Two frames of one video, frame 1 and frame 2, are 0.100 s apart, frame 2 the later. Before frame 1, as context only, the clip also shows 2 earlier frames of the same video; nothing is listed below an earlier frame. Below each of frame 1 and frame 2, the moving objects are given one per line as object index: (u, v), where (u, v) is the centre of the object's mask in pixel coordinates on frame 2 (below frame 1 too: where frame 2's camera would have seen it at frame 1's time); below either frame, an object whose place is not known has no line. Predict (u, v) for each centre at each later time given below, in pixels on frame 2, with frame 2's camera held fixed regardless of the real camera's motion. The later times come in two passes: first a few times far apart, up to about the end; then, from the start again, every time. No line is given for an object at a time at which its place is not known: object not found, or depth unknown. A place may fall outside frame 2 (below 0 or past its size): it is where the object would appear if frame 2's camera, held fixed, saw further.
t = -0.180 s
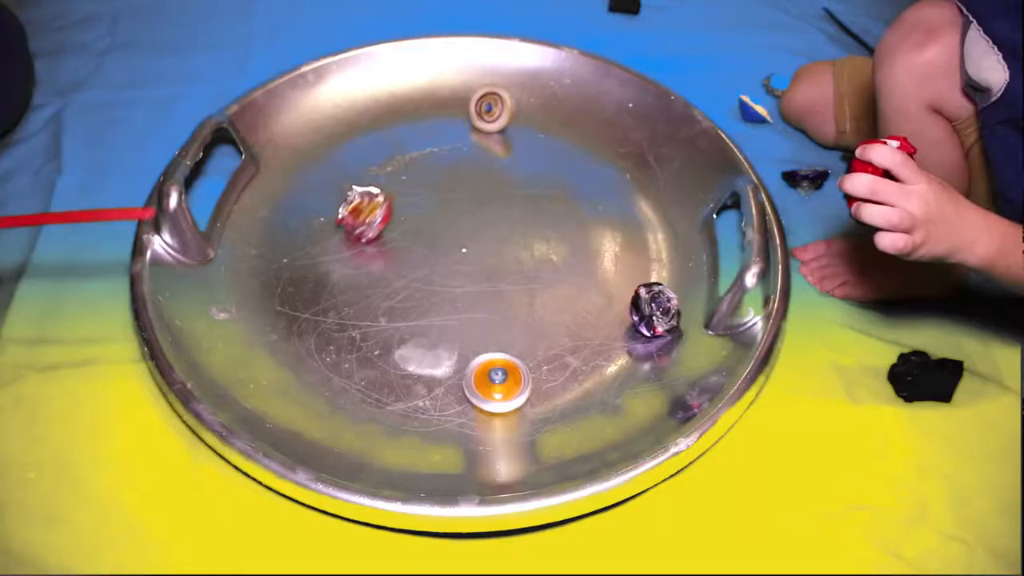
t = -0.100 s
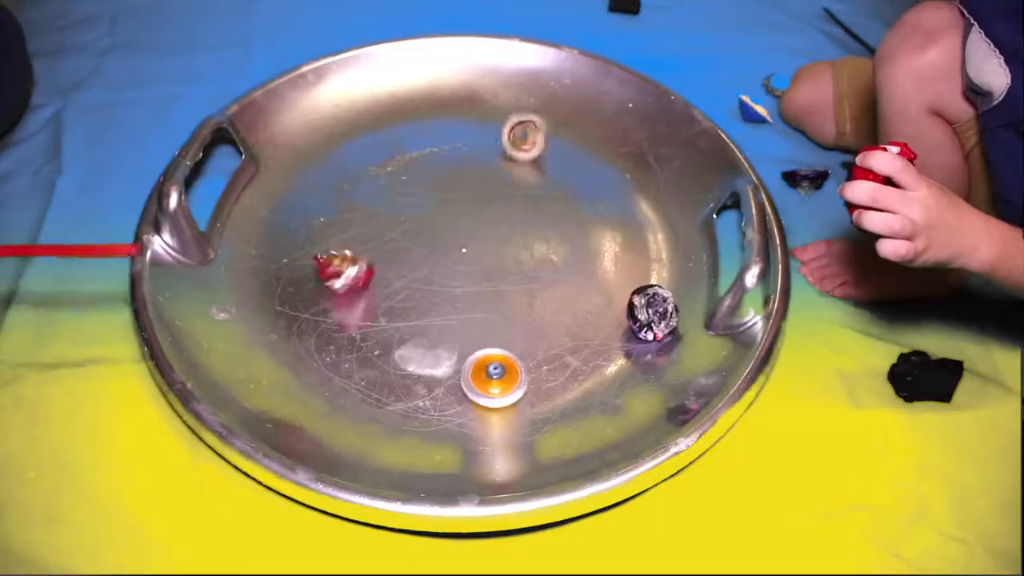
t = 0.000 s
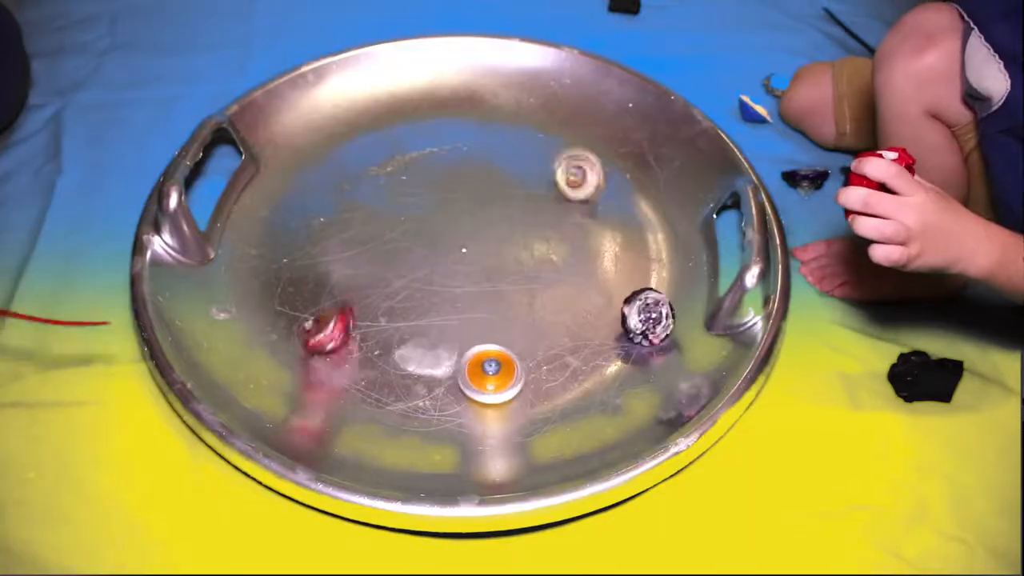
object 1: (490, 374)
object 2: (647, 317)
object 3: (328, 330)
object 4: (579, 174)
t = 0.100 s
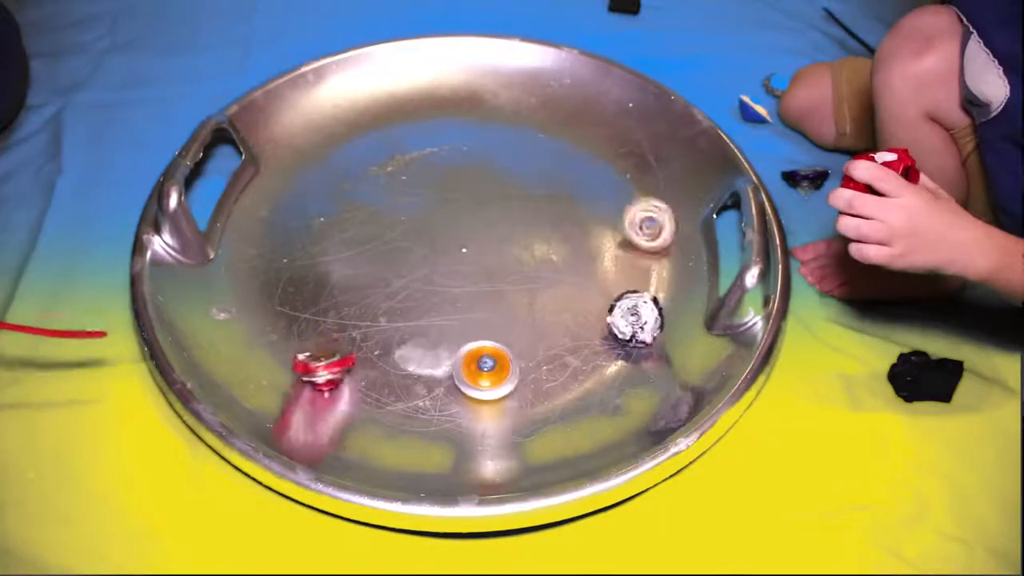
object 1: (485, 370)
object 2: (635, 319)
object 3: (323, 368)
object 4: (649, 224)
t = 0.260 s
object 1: (478, 366)
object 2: (624, 302)
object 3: (320, 360)
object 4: (671, 276)
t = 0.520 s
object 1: (460, 370)
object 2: (510, 307)
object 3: (325, 332)
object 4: (686, 295)
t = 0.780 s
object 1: (451, 379)
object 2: (493, 323)
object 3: (315, 319)
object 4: (618, 318)
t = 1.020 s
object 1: (440, 390)
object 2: (516, 321)
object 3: (304, 318)
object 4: (561, 295)
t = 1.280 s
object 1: (456, 403)
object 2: (511, 304)
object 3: (292, 321)
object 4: (552, 246)
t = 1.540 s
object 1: (465, 389)
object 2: (494, 302)
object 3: (295, 320)
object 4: (598, 221)
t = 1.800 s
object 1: (450, 379)
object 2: (496, 301)
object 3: (295, 320)
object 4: (651, 245)
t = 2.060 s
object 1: (435, 376)
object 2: (501, 300)
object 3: (298, 319)
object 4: (655, 288)
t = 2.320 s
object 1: (419, 377)
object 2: (492, 302)
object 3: (297, 319)
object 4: (598, 306)
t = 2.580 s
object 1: (402, 383)
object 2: (498, 300)
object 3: (296, 320)
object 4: (548, 274)
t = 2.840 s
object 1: (397, 393)
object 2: (497, 301)
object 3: (297, 319)
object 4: (558, 231)
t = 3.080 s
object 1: (405, 388)
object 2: (494, 302)
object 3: (297, 319)
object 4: (604, 221)
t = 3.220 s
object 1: (399, 381)
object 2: (498, 301)
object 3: (296, 320)
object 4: (631, 234)
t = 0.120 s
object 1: (484, 369)
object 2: (632, 318)
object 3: (324, 370)
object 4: (666, 230)
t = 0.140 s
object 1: (483, 369)
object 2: (629, 316)
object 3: (324, 369)
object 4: (682, 238)
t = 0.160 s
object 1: (483, 369)
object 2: (626, 314)
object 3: (323, 369)
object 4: (689, 238)
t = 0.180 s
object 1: (482, 369)
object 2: (624, 312)
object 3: (322, 367)
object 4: (687, 238)
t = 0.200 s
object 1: (480, 368)
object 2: (624, 310)
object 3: (321, 366)
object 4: (683, 244)
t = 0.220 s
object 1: (479, 367)
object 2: (624, 307)
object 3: (319, 364)
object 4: (678, 251)
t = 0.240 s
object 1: (479, 367)
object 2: (624, 305)
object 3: (320, 361)
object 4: (673, 262)
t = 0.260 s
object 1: (478, 366)
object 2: (624, 302)
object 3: (320, 360)
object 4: (671, 276)
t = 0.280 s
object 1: (476, 366)
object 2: (622, 302)
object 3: (320, 359)
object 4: (666, 278)
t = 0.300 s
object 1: (475, 366)
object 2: (611, 301)
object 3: (319, 356)
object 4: (669, 279)
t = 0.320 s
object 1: (473, 366)
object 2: (600, 300)
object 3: (319, 354)
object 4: (674, 280)
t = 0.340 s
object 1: (472, 366)
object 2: (591, 301)
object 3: (319, 353)
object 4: (680, 278)
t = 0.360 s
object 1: (470, 366)
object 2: (582, 301)
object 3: (320, 350)
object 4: (686, 278)
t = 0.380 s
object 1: (469, 366)
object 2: (573, 302)
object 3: (320, 348)
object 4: (690, 280)
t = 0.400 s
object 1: (467, 367)
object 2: (563, 301)
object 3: (321, 346)
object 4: (691, 280)
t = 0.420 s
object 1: (466, 368)
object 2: (554, 301)
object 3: (322, 344)
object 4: (691, 283)
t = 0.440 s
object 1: (464, 368)
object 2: (545, 304)
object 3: (322, 342)
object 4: (691, 283)
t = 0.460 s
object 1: (463, 369)
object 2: (536, 306)
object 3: (323, 339)
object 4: (690, 285)
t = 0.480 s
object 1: (462, 370)
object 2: (525, 307)
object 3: (324, 336)
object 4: (690, 288)
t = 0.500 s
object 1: (461, 371)
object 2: (517, 306)
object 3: (325, 334)
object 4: (687, 291)
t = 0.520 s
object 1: (460, 370)
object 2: (510, 307)
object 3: (325, 332)
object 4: (686, 295)
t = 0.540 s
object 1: (459, 371)
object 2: (503, 308)
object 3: (324, 330)
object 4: (682, 298)
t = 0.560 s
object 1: (458, 372)
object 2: (498, 308)
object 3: (324, 329)
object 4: (678, 302)
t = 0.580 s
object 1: (456, 373)
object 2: (493, 308)
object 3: (324, 328)
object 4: (673, 304)
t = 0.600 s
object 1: (456, 374)
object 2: (489, 309)
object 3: (323, 326)
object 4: (669, 308)
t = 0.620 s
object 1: (455, 374)
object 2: (486, 311)
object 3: (323, 325)
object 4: (664, 310)
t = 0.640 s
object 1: (455, 374)
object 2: (485, 313)
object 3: (322, 324)
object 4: (659, 312)
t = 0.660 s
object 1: (454, 374)
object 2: (485, 315)
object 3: (321, 323)
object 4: (653, 314)
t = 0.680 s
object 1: (454, 375)
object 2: (486, 317)
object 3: (320, 323)
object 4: (647, 315)
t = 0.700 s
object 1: (453, 376)
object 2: (487, 319)
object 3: (319, 322)
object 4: (642, 316)
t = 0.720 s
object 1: (453, 377)
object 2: (488, 320)
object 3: (318, 321)
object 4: (636, 317)
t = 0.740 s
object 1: (452, 378)
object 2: (490, 321)
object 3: (317, 321)
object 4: (630, 318)
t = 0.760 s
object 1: (451, 378)
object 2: (491, 322)
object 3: (316, 320)
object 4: (624, 318)
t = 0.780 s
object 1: (451, 379)
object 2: (493, 323)
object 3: (315, 319)
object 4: (618, 318)
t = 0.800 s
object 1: (450, 380)
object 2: (495, 324)
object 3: (315, 319)
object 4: (614, 318)
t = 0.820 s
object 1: (449, 381)
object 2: (497, 324)
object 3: (314, 319)
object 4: (608, 317)
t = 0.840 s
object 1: (447, 382)
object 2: (498, 325)
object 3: (313, 319)
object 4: (603, 316)
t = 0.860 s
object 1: (446, 383)
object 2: (500, 325)
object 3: (312, 318)
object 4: (597, 315)
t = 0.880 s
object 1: (445, 383)
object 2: (502, 325)
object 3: (311, 318)
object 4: (592, 313)
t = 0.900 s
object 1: (445, 384)
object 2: (504, 325)
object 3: (311, 318)
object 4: (587, 311)
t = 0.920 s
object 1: (444, 385)
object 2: (507, 324)
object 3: (310, 318)
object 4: (582, 309)
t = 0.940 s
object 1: (444, 386)
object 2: (508, 324)
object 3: (309, 317)
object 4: (577, 306)
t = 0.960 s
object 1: (442, 387)
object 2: (510, 323)
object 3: (308, 317)
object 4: (572, 304)
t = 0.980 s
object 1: (441, 388)
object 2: (512, 322)
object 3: (307, 317)
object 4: (569, 301)
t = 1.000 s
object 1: (441, 389)
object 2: (514, 322)
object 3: (305, 318)
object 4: (565, 298)
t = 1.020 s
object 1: (440, 390)
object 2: (516, 321)
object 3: (304, 318)
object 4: (561, 295)
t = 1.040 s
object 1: (439, 391)
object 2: (517, 319)
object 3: (303, 318)
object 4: (557, 292)
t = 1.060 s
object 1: (439, 393)
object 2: (517, 317)
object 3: (302, 318)
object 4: (555, 287)
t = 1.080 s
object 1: (438, 394)
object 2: (518, 315)
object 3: (302, 318)
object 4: (552, 284)
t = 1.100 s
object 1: (437, 395)
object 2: (518, 314)
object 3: (301, 318)
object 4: (551, 280)
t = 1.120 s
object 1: (437, 397)
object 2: (518, 313)
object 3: (300, 318)
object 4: (549, 276)
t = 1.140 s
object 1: (437, 398)
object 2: (517, 311)
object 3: (299, 319)
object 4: (549, 272)
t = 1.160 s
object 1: (439, 399)
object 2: (517, 310)
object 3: (299, 319)
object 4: (547, 269)
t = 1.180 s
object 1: (441, 401)
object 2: (516, 309)
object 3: (297, 320)
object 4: (548, 264)
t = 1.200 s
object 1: (443, 402)
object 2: (515, 307)
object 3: (296, 320)
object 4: (548, 261)
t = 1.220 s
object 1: (446, 402)
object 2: (514, 306)
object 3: (295, 320)
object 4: (548, 257)
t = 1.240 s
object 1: (449, 402)
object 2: (513, 305)
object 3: (293, 321)
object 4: (549, 253)
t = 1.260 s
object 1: (451, 403)
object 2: (512, 304)
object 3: (292, 321)
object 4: (551, 250)
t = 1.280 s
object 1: (456, 403)
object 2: (511, 304)
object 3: (292, 321)
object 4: (552, 246)
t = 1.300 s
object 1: (460, 402)
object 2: (510, 303)
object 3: (291, 322)
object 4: (554, 243)
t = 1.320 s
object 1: (464, 402)
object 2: (509, 302)
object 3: (291, 322)
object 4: (557, 239)
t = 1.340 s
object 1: (466, 400)
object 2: (507, 302)
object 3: (291, 322)
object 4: (559, 237)
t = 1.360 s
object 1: (468, 399)
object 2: (506, 302)
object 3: (291, 322)
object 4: (562, 233)
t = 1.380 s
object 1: (468, 398)
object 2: (504, 301)
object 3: (291, 322)
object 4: (565, 232)
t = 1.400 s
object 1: (469, 397)
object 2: (503, 301)
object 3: (291, 321)
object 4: (568, 229)
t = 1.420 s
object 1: (469, 396)
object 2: (502, 301)
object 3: (292, 321)
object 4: (572, 227)
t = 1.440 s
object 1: (469, 395)
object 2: (501, 301)
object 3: (292, 320)
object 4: (575, 225)
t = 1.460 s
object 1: (468, 393)
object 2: (500, 301)
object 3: (293, 320)
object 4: (580, 224)
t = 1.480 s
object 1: (467, 392)
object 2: (498, 301)
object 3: (293, 320)
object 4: (584, 222)
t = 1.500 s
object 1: (466, 391)
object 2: (497, 301)
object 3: (294, 320)
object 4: (588, 222)
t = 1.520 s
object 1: (465, 390)
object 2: (496, 301)
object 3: (294, 320)
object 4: (593, 221)
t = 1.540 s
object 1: (465, 389)
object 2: (494, 302)
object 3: (295, 320)
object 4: (598, 221)
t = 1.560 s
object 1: (463, 388)
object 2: (493, 302)
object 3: (295, 320)
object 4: (602, 221)
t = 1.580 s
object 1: (462, 387)
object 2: (492, 302)
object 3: (296, 320)
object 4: (607, 221)
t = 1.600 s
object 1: (461, 386)
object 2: (491, 302)
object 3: (297, 320)
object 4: (612, 222)
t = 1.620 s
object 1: (460, 385)
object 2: (491, 302)
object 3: (297, 319)
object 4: (617, 223)
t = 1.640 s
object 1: (459, 383)
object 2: (491, 302)
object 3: (298, 319)
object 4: (622, 224)
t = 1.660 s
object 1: (458, 383)
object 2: (491, 302)
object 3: (299, 319)
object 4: (627, 226)
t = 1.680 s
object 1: (457, 383)
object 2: (491, 302)
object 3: (299, 319)
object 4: (630, 228)
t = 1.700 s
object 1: (455, 382)
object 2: (491, 302)
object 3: (299, 319)
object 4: (633, 229)
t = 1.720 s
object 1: (454, 381)
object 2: (492, 302)
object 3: (298, 319)
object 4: (636, 232)
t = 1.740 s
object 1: (454, 381)
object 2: (492, 301)
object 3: (298, 319)
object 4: (640, 236)
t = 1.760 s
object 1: (452, 379)
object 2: (493, 301)
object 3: (297, 320)
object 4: (644, 239)
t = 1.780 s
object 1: (451, 379)
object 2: (495, 301)
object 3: (296, 320)
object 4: (648, 242)
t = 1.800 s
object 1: (450, 379)
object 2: (496, 301)
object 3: (295, 320)
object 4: (651, 245)
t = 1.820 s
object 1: (449, 379)
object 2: (498, 301)
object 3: (295, 320)
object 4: (655, 248)
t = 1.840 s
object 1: (448, 378)
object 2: (499, 301)
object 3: (295, 320)
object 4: (657, 251)
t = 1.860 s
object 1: (448, 378)
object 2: (500, 301)
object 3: (295, 320)
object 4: (659, 255)
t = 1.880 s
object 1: (447, 377)
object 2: (500, 300)
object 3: (295, 320)
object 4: (660, 258)
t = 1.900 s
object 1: (445, 377)
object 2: (501, 301)
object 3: (295, 320)
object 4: (662, 261)
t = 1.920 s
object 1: (443, 377)
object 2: (501, 300)
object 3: (295, 320)
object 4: (662, 265)
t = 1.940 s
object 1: (442, 377)
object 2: (501, 301)
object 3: (295, 320)
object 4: (663, 267)
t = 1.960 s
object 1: (441, 377)
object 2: (502, 301)
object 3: (296, 320)
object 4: (663, 272)
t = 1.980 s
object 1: (441, 377)
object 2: (501, 301)
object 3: (297, 320)
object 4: (662, 275)
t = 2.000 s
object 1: (439, 376)
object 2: (502, 301)
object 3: (297, 320)
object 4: (661, 278)
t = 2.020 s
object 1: (438, 376)
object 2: (502, 300)
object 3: (298, 319)
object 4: (659, 281)
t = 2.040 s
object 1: (437, 376)
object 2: (501, 300)
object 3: (298, 319)
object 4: (657, 285)
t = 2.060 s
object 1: (435, 376)
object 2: (501, 300)
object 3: (298, 319)
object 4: (655, 288)
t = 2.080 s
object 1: (434, 375)
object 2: (501, 300)
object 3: (297, 319)
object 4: (652, 290)
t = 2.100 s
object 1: (433, 376)
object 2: (501, 300)
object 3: (297, 320)
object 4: (648, 293)
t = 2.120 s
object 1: (432, 375)
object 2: (500, 300)
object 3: (297, 320)
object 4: (644, 296)
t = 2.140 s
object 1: (430, 375)
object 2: (499, 301)
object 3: (297, 320)
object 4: (639, 299)
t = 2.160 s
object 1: (429, 376)
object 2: (498, 301)
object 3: (296, 320)
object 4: (636, 301)
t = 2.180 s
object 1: (428, 376)
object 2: (496, 301)
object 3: (295, 320)
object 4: (631, 302)
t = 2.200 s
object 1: (427, 375)
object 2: (495, 301)
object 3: (295, 320)
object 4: (627, 304)
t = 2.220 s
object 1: (426, 376)
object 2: (494, 301)
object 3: (295, 320)
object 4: (622, 305)
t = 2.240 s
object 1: (425, 376)
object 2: (493, 302)
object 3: (295, 320)
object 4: (617, 306)
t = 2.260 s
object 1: (424, 377)
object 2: (493, 302)
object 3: (296, 320)
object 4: (612, 306)
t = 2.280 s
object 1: (422, 377)
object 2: (492, 302)
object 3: (296, 320)
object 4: (608, 306)
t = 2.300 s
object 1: (420, 377)
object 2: (492, 302)
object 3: (297, 320)
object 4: (602, 306)
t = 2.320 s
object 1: (419, 377)
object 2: (492, 302)
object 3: (297, 319)
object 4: (598, 306)
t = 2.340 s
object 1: (418, 377)
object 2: (492, 302)
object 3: (297, 319)
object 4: (593, 305)
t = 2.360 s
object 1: (416, 377)
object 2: (493, 302)
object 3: (298, 319)
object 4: (588, 303)
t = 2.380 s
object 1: (415, 378)
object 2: (494, 301)
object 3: (298, 319)
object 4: (583, 302)
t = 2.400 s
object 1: (414, 378)
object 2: (495, 301)
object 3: (298, 319)
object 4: (578, 300)
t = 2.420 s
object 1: (412, 379)
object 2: (496, 301)
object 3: (297, 319)
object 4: (574, 298)
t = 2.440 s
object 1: (411, 379)
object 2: (497, 300)
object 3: (297, 319)
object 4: (569, 296)
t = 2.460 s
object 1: (410, 380)
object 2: (498, 300)
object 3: (297, 319)
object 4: (565, 293)
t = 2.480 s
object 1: (409, 379)
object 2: (499, 300)
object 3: (297, 320)
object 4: (562, 291)
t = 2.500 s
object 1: (407, 380)
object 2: (500, 300)
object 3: (296, 320)
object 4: (558, 288)
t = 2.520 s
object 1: (406, 381)
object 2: (500, 300)
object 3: (296, 320)
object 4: (555, 285)
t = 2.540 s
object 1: (405, 382)
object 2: (500, 300)
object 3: (295, 320)
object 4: (552, 281)
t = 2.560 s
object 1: (403, 382)
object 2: (499, 300)
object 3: (296, 320)
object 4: (550, 278)
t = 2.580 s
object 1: (402, 383)
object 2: (498, 300)
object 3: (296, 320)
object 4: (548, 274)
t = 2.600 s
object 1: (401, 383)
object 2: (497, 301)
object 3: (296, 320)
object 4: (546, 271)
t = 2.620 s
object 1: (399, 384)
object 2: (496, 301)
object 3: (297, 320)
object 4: (545, 267)
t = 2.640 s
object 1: (397, 385)
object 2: (495, 301)
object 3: (297, 319)
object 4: (544, 264)
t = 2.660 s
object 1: (396, 386)
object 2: (494, 301)
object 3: (297, 319)
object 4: (544, 260)
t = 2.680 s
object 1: (394, 386)
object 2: (493, 301)
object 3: (297, 319)
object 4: (544, 256)
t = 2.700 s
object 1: (394, 387)
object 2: (493, 302)
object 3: (298, 319)
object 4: (545, 253)
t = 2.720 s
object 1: (394, 388)
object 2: (493, 302)
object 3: (298, 319)
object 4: (545, 250)
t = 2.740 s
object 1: (394, 389)
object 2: (493, 302)
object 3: (298, 319)
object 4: (547, 246)
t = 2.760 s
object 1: (394, 390)
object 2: (493, 302)
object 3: (298, 319)
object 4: (549, 242)
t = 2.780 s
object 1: (394, 391)
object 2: (494, 301)
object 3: (297, 319)
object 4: (550, 239)
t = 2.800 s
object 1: (395, 392)
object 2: (495, 301)
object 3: (297, 319)
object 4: (553, 236)
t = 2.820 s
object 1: (396, 393)
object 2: (496, 301)
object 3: (297, 319)
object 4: (555, 234)
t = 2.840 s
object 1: (397, 393)
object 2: (497, 301)
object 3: (297, 319)
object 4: (558, 231)
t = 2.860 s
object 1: (399, 393)
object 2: (498, 301)
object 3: (297, 320)
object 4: (561, 229)
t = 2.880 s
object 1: (400, 394)
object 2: (499, 301)
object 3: (296, 320)
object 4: (564, 226)
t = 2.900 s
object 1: (402, 394)
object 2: (499, 301)
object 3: (296, 320)
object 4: (567, 225)
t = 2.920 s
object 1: (403, 394)
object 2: (499, 301)
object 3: (296, 320)
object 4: (570, 223)
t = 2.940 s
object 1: (404, 393)
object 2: (498, 300)
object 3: (296, 320)
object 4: (574, 223)
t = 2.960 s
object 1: (405, 393)
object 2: (498, 301)
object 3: (296, 320)
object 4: (579, 221)
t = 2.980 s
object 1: (406, 392)
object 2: (497, 301)
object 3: (296, 319)
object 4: (582, 220)
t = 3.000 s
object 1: (406, 391)
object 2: (496, 301)
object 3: (297, 319)
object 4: (586, 219)
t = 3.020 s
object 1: (407, 390)
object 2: (495, 301)
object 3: (297, 319)
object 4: (591, 219)
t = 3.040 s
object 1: (406, 390)
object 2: (494, 301)
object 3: (297, 319)
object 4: (595, 220)
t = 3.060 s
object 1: (406, 389)
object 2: (494, 301)
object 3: (297, 319)
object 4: (600, 220)
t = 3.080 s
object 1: (405, 388)
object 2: (494, 302)
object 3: (297, 319)
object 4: (604, 221)
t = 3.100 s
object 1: (405, 387)
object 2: (494, 302)
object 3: (297, 319)
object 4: (609, 222)
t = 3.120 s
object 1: (405, 386)
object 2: (494, 302)
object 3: (297, 319)
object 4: (613, 224)
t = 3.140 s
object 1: (403, 385)
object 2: (494, 301)
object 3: (297, 319)
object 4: (616, 225)
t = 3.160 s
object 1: (403, 384)
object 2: (495, 301)
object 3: (296, 319)
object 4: (620, 227)
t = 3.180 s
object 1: (401, 383)
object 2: (496, 301)
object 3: (296, 319)
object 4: (624, 229)
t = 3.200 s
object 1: (400, 382)
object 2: (497, 301)
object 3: (296, 320)
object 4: (627, 232)
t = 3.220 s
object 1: (399, 381)
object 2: (498, 301)
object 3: (296, 320)
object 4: (631, 234)
